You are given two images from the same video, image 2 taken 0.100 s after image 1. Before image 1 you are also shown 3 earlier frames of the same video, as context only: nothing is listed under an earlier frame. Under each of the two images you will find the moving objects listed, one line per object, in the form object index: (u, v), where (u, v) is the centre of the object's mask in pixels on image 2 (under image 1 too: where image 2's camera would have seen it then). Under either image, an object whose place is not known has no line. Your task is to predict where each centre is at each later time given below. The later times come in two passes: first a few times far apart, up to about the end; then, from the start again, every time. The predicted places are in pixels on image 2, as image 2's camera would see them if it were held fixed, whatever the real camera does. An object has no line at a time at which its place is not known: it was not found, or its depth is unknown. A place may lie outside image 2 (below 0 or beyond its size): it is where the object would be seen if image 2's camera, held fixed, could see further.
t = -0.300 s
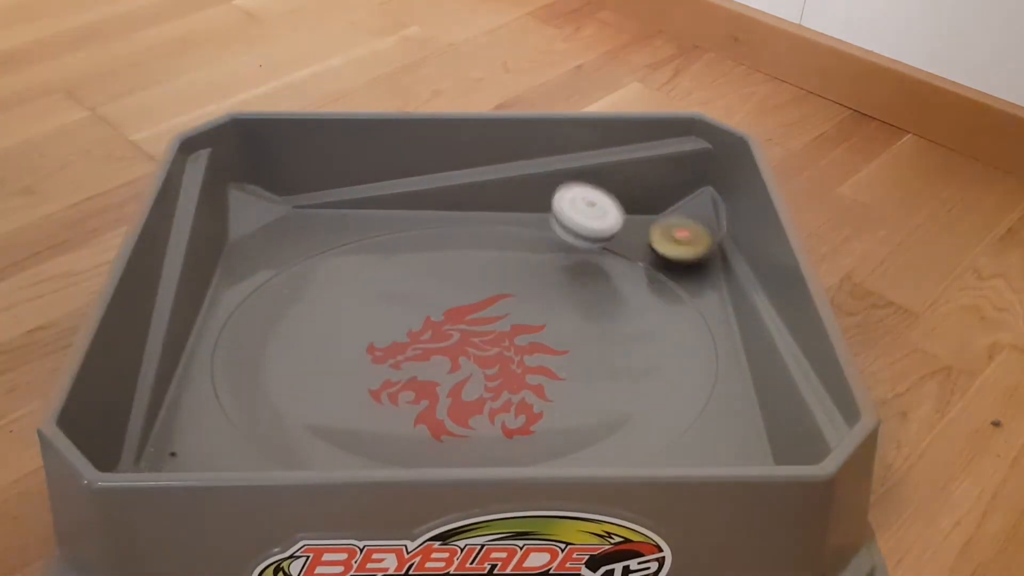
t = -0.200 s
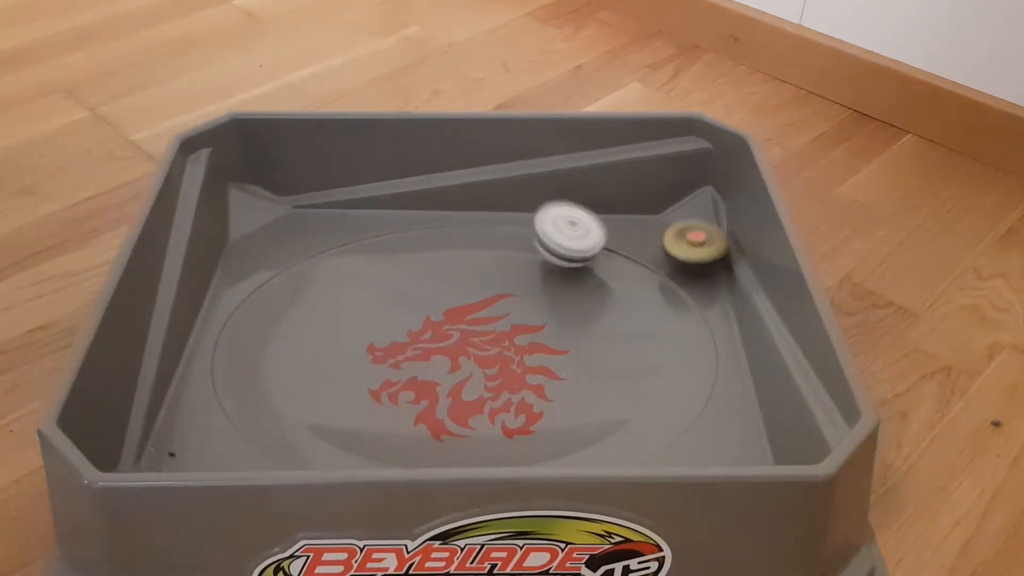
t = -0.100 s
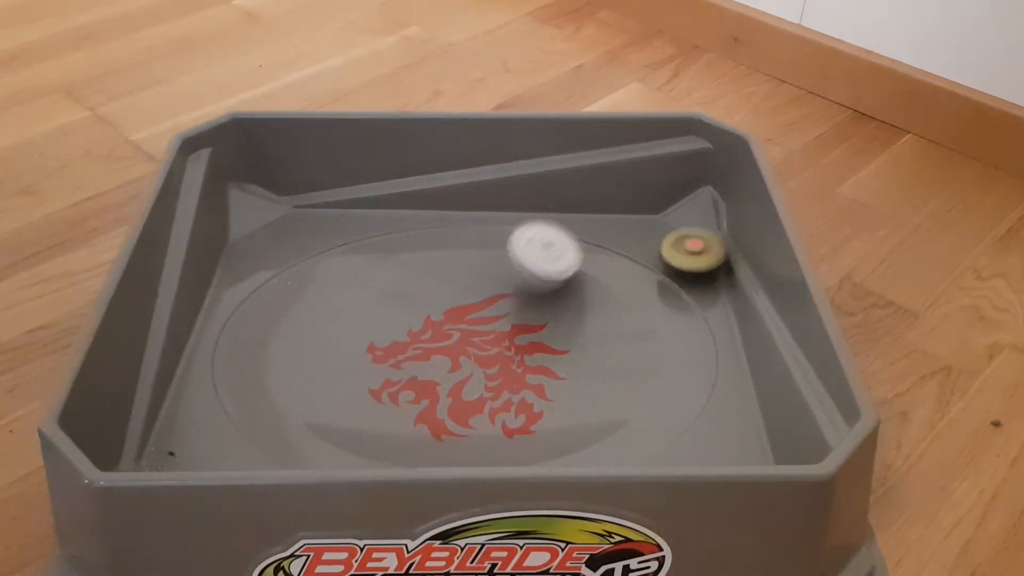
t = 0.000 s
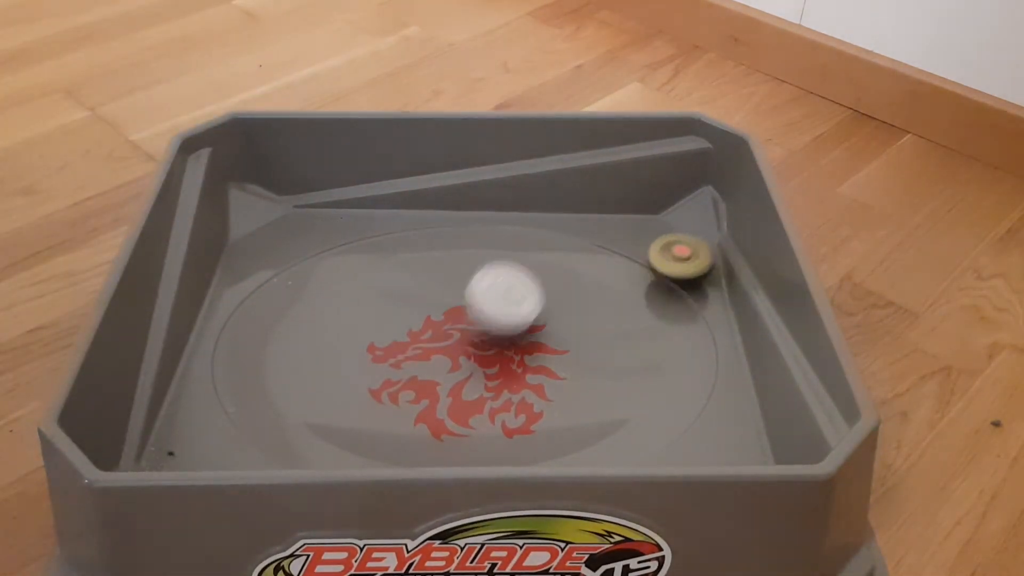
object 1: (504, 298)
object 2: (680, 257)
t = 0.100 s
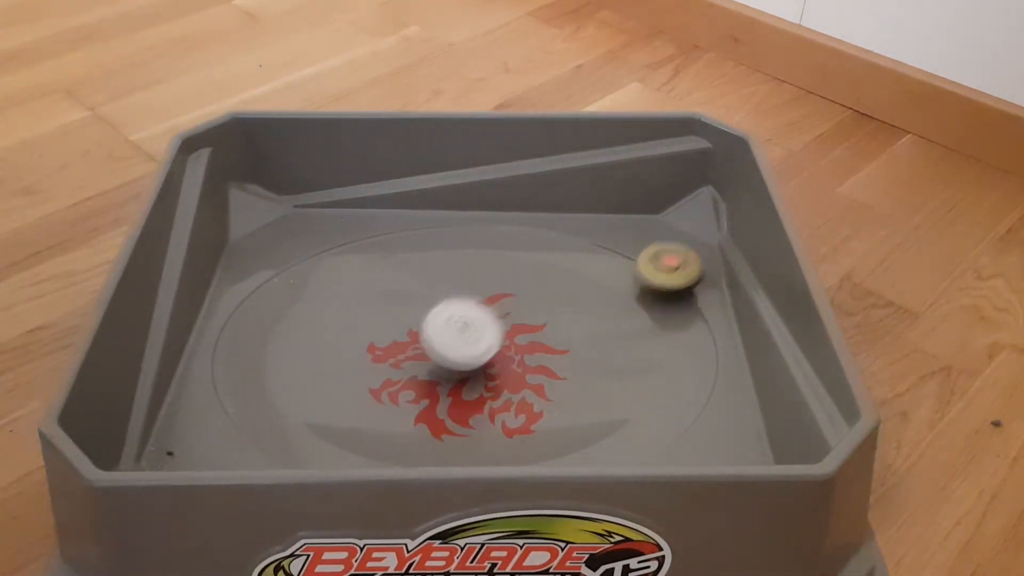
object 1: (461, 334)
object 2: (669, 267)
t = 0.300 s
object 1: (410, 372)
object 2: (574, 282)
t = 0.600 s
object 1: (485, 425)
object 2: (328, 265)
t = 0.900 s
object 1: (646, 347)
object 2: (222, 327)
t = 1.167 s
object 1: (673, 265)
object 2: (270, 411)
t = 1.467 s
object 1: (694, 287)
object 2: (515, 403)
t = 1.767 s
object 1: (711, 328)
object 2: (542, 247)
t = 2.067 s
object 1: (704, 371)
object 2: (371, 236)
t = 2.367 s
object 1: (669, 409)
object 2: (312, 358)
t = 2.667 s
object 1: (665, 428)
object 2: (537, 389)
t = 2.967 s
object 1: (634, 298)
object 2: (435, 220)
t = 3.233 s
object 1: (456, 241)
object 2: (360, 245)
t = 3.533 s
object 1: (533, 325)
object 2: (238, 405)
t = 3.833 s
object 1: (542, 372)
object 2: (445, 455)
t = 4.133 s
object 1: (498, 357)
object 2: (626, 407)
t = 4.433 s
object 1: (505, 361)
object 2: (577, 277)
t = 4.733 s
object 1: (518, 386)
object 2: (379, 294)
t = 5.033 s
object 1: (497, 382)
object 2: (401, 413)
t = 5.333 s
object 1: (593, 276)
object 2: (467, 397)
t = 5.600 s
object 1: (490, 247)
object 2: (482, 349)
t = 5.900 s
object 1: (429, 219)
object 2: (438, 409)
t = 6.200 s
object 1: (407, 280)
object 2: (461, 340)
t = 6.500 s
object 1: (305, 323)
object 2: (580, 377)
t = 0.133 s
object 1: (448, 346)
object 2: (659, 269)
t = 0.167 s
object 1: (437, 354)
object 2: (648, 272)
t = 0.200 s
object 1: (428, 362)
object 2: (633, 272)
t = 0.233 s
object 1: (420, 367)
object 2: (617, 274)
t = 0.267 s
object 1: (414, 370)
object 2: (597, 279)
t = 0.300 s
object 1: (410, 372)
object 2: (574, 282)
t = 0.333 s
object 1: (408, 373)
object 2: (547, 289)
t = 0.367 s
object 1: (409, 372)
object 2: (515, 295)
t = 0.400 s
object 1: (411, 371)
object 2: (481, 301)
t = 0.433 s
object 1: (416, 368)
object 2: (452, 309)
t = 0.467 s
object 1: (424, 365)
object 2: (427, 312)
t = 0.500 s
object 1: (436, 380)
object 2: (397, 311)
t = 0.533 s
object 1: (449, 403)
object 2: (372, 293)
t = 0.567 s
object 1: (465, 417)
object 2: (348, 276)
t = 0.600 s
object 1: (485, 425)
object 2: (328, 265)
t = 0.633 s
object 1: (506, 430)
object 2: (309, 262)
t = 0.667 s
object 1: (529, 430)
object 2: (292, 261)
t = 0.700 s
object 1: (552, 427)
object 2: (273, 262)
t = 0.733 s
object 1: (573, 422)
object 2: (261, 269)
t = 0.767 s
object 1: (593, 411)
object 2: (255, 283)
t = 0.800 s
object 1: (611, 397)
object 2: (246, 293)
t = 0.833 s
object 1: (626, 381)
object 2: (237, 305)
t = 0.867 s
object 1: (637, 365)
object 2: (230, 315)
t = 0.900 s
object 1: (646, 347)
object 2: (222, 327)
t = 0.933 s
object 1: (652, 331)
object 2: (217, 340)
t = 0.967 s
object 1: (656, 315)
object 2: (215, 351)
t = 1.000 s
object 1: (657, 300)
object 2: (219, 364)
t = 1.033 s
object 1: (658, 287)
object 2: (225, 376)
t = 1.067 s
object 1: (660, 280)
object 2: (232, 387)
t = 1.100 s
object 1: (663, 272)
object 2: (244, 397)
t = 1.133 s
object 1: (668, 267)
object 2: (257, 405)
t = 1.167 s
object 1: (673, 265)
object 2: (270, 411)
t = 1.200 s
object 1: (675, 264)
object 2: (288, 418)
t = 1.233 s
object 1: (673, 266)
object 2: (306, 421)
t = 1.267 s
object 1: (673, 268)
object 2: (328, 424)
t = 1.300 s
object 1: (674, 270)
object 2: (354, 426)
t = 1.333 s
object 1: (678, 273)
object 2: (383, 428)
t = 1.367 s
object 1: (683, 275)
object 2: (415, 427)
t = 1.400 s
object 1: (688, 278)
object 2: (451, 423)
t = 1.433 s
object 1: (692, 283)
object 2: (486, 415)
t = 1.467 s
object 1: (694, 287)
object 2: (515, 403)
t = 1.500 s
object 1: (697, 291)
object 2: (544, 386)
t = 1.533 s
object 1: (700, 295)
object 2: (566, 368)
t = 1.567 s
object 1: (703, 300)
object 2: (581, 348)
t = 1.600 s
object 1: (705, 304)
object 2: (590, 326)
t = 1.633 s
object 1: (708, 308)
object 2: (593, 308)
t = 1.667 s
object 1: (709, 313)
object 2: (588, 286)
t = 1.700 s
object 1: (710, 318)
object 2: (578, 272)
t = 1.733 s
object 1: (712, 323)
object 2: (561, 256)
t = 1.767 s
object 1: (711, 328)
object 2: (542, 247)
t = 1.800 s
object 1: (712, 332)
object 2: (520, 240)
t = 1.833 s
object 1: (713, 337)
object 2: (493, 236)
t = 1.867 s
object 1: (713, 342)
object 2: (471, 232)
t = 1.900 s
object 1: (711, 347)
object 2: (450, 230)
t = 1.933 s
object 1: (710, 352)
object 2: (432, 229)
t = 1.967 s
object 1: (709, 356)
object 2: (414, 228)
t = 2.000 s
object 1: (707, 361)
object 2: (399, 230)
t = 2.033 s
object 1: (706, 366)
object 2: (384, 232)
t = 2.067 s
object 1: (704, 371)
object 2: (371, 236)
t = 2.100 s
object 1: (701, 376)
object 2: (359, 241)
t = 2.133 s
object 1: (697, 380)
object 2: (348, 248)
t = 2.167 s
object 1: (694, 385)
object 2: (338, 255)
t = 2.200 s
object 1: (691, 389)
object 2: (329, 264)
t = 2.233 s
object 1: (687, 394)
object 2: (321, 277)
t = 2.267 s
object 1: (683, 398)
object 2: (313, 296)
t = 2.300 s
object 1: (679, 402)
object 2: (309, 313)
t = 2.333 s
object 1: (674, 406)
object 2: (308, 338)
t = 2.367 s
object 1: (669, 409)
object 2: (312, 358)
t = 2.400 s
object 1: (664, 413)
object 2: (326, 382)
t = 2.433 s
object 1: (659, 416)
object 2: (348, 400)
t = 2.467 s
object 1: (654, 418)
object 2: (374, 415)
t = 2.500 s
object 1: (648, 420)
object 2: (407, 426)
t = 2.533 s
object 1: (642, 422)
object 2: (444, 432)
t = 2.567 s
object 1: (636, 423)
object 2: (481, 433)
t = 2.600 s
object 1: (630, 424)
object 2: (516, 428)
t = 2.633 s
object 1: (630, 424)
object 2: (545, 418)
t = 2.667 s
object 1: (665, 428)
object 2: (537, 389)
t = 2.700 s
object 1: (702, 439)
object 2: (526, 360)
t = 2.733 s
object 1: (742, 447)
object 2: (516, 328)
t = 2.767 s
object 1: (740, 428)
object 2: (508, 297)
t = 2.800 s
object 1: (721, 403)
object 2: (497, 272)
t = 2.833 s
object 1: (703, 368)
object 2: (485, 250)
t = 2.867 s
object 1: (687, 352)
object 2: (472, 235)
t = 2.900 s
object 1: (669, 330)
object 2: (458, 228)
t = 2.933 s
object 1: (652, 312)
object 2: (446, 223)
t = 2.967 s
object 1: (634, 298)
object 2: (435, 220)
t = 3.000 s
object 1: (613, 283)
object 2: (424, 220)
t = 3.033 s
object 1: (591, 270)
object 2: (413, 219)
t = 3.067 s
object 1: (569, 260)
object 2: (404, 220)
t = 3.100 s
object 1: (547, 252)
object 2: (394, 222)
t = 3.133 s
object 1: (523, 245)
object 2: (385, 226)
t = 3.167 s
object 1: (501, 242)
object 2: (377, 232)
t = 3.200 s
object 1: (479, 241)
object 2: (368, 239)
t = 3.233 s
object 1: (456, 241)
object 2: (360, 245)
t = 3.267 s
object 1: (434, 245)
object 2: (354, 253)
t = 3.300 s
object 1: (424, 249)
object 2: (337, 266)
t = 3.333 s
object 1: (442, 255)
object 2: (292, 281)
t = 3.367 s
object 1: (461, 264)
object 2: (250, 299)
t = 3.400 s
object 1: (480, 276)
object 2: (223, 314)
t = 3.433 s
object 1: (497, 288)
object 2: (220, 342)
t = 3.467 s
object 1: (510, 300)
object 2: (222, 363)
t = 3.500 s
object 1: (522, 313)
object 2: (224, 384)
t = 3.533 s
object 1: (533, 325)
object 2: (238, 405)
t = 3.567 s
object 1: (542, 334)
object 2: (254, 423)
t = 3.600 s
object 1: (549, 343)
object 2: (276, 437)
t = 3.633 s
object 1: (554, 351)
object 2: (294, 443)
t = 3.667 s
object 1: (556, 359)
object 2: (319, 449)
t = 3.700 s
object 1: (555, 365)
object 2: (344, 452)
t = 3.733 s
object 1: (553, 368)
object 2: (367, 455)
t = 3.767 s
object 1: (550, 371)
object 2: (396, 456)
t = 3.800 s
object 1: (546, 372)
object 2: (421, 456)
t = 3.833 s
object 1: (542, 372)
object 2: (445, 455)
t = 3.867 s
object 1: (537, 372)
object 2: (470, 455)
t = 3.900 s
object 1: (531, 370)
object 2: (494, 453)
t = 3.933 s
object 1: (525, 369)
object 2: (519, 451)
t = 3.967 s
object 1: (517, 366)
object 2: (546, 448)
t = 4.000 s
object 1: (511, 364)
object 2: (566, 444)
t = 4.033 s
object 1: (507, 362)
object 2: (585, 440)
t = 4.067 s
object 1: (503, 359)
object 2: (602, 431)
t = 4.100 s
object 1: (501, 358)
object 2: (615, 420)
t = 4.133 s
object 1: (498, 357)
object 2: (626, 407)
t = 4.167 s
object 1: (497, 356)
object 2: (633, 394)
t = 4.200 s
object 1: (497, 355)
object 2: (638, 379)
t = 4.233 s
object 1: (496, 355)
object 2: (641, 363)
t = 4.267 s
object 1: (497, 355)
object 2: (640, 346)
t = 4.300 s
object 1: (498, 355)
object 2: (633, 329)
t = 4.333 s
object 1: (499, 356)
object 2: (624, 314)
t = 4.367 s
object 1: (501, 357)
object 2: (610, 299)
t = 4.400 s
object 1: (503, 359)
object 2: (594, 286)
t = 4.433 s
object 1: (505, 361)
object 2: (577, 277)
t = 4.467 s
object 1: (508, 364)
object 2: (555, 269)
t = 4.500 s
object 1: (511, 368)
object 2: (533, 264)
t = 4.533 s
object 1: (514, 371)
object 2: (510, 262)
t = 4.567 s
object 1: (516, 374)
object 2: (486, 261)
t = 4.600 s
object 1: (517, 377)
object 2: (465, 263)
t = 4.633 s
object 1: (518, 380)
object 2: (440, 268)
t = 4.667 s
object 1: (518, 382)
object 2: (419, 274)
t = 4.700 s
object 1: (518, 385)
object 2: (398, 283)
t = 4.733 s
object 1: (518, 386)
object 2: (379, 294)
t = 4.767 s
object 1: (518, 387)
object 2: (363, 305)
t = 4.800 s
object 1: (517, 388)
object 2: (350, 319)
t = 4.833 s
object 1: (516, 387)
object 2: (340, 335)
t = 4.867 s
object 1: (514, 387)
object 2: (337, 350)
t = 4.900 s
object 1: (512, 387)
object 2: (339, 365)
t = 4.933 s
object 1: (509, 386)
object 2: (346, 380)
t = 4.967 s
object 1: (506, 384)
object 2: (359, 393)
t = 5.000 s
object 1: (502, 383)
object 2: (377, 404)
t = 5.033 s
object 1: (497, 382)
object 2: (401, 413)
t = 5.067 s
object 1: (493, 381)
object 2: (425, 419)
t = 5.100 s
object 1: (514, 364)
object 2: (423, 421)
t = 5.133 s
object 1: (541, 354)
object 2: (419, 429)
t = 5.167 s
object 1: (561, 338)
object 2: (420, 425)
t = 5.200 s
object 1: (577, 322)
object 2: (423, 426)
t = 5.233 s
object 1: (589, 309)
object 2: (430, 419)
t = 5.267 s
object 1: (595, 295)
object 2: (440, 416)
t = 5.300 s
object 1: (597, 284)
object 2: (454, 405)
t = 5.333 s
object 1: (593, 276)
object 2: (467, 397)
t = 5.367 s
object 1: (585, 270)
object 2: (478, 386)
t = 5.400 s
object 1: (575, 267)
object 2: (487, 375)
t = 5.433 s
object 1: (562, 264)
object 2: (492, 365)
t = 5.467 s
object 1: (548, 264)
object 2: (495, 356)
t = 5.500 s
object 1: (533, 264)
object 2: (496, 346)
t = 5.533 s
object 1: (516, 267)
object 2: (496, 338)
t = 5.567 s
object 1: (499, 270)
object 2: (495, 331)
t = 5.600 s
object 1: (490, 247)
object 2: (482, 349)
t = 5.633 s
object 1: (479, 228)
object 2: (471, 365)
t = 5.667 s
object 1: (470, 215)
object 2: (459, 382)
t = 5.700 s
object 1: (461, 205)
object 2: (446, 398)
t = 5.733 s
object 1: (452, 208)
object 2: (437, 405)
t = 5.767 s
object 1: (443, 211)
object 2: (429, 411)
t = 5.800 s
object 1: (436, 215)
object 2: (426, 412)
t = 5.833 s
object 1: (432, 216)
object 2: (426, 412)
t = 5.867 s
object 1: (430, 218)
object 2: (430, 412)
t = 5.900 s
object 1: (429, 219)
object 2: (438, 409)
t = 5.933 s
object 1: (428, 220)
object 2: (448, 405)
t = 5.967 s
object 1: (426, 221)
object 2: (457, 398)
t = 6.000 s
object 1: (426, 224)
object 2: (465, 390)
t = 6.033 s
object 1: (424, 228)
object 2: (470, 382)
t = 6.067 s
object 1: (422, 233)
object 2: (472, 374)
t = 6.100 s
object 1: (419, 242)
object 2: (472, 365)
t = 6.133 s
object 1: (415, 252)
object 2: (469, 356)
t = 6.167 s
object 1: (411, 265)
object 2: (466, 349)
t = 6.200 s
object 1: (407, 280)
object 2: (461, 340)
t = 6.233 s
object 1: (399, 293)
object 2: (462, 337)
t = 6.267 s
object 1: (375, 286)
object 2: (485, 349)
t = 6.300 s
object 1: (353, 281)
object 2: (508, 361)
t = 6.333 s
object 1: (336, 279)
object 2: (531, 372)
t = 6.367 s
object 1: (325, 283)
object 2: (545, 378)
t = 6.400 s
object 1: (316, 291)
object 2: (559, 381)
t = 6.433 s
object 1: (310, 301)
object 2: (569, 382)
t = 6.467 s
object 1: (306, 311)
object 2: (575, 380)
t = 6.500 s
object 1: (305, 323)
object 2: (580, 377)
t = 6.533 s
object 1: (308, 334)
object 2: (584, 372)
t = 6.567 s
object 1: (312, 344)
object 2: (585, 365)
